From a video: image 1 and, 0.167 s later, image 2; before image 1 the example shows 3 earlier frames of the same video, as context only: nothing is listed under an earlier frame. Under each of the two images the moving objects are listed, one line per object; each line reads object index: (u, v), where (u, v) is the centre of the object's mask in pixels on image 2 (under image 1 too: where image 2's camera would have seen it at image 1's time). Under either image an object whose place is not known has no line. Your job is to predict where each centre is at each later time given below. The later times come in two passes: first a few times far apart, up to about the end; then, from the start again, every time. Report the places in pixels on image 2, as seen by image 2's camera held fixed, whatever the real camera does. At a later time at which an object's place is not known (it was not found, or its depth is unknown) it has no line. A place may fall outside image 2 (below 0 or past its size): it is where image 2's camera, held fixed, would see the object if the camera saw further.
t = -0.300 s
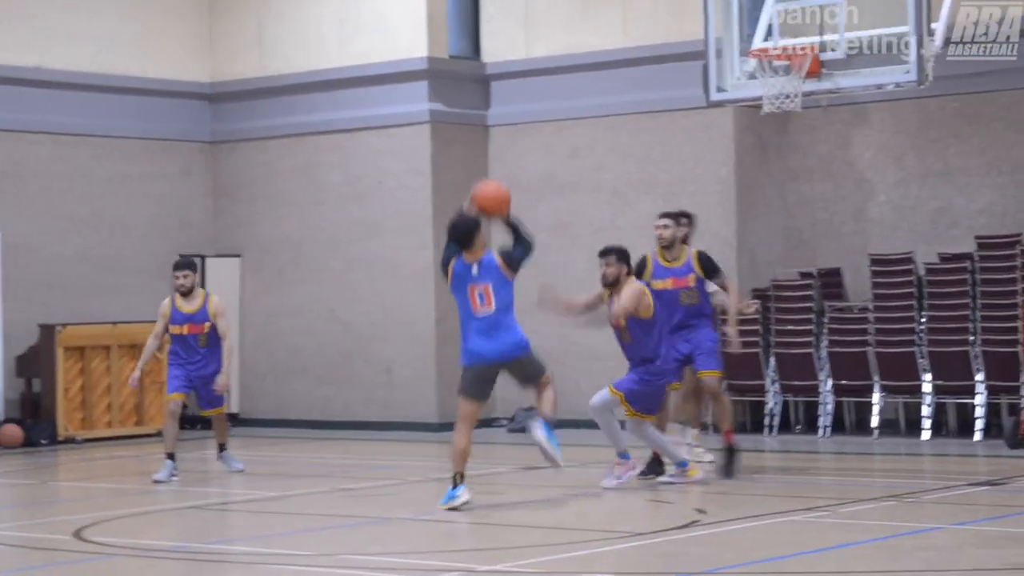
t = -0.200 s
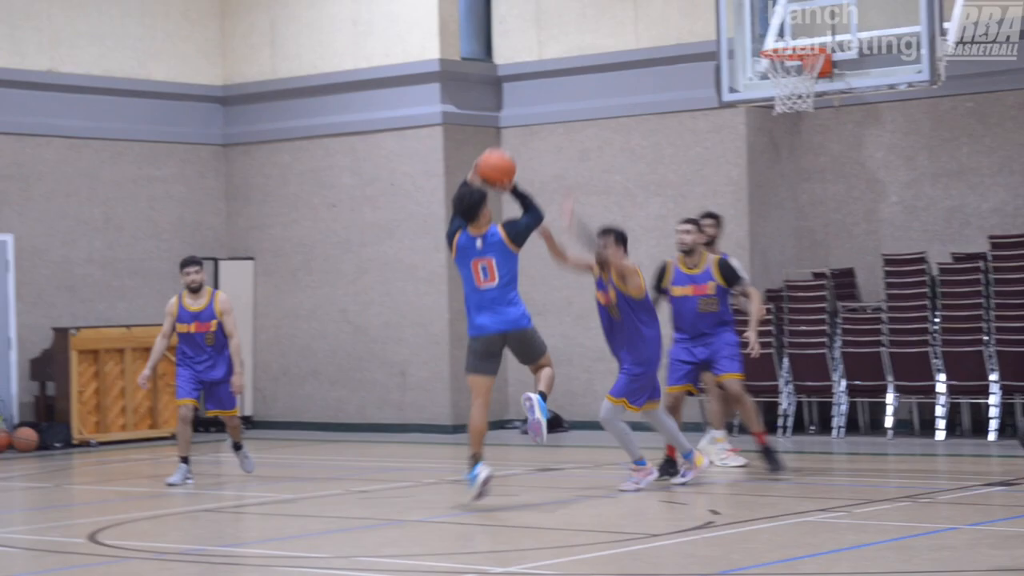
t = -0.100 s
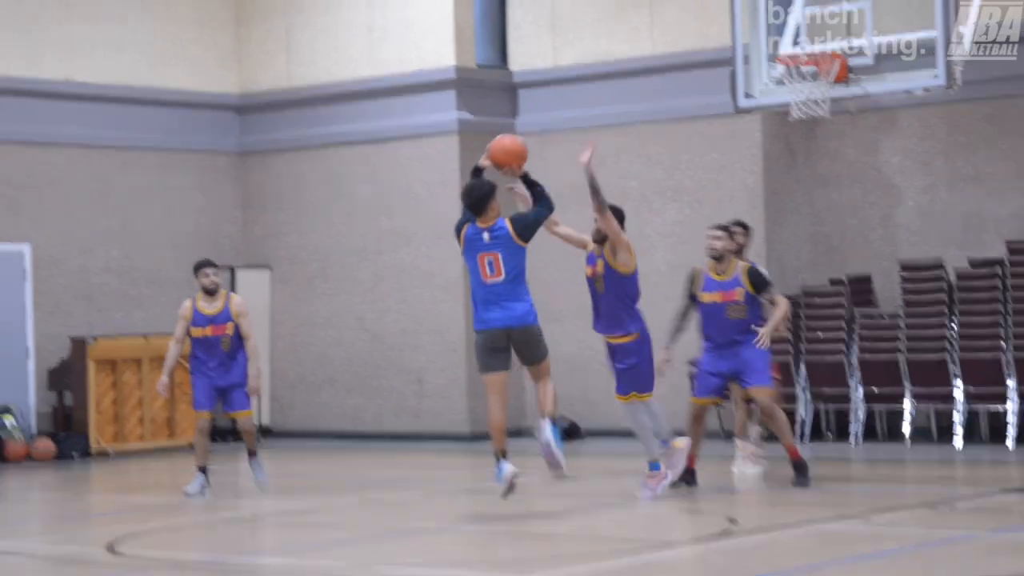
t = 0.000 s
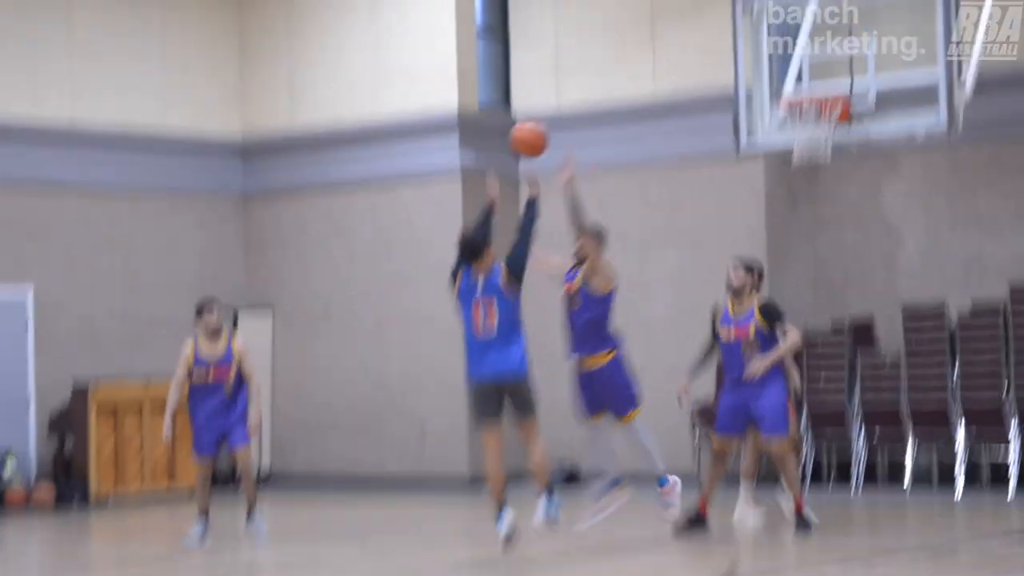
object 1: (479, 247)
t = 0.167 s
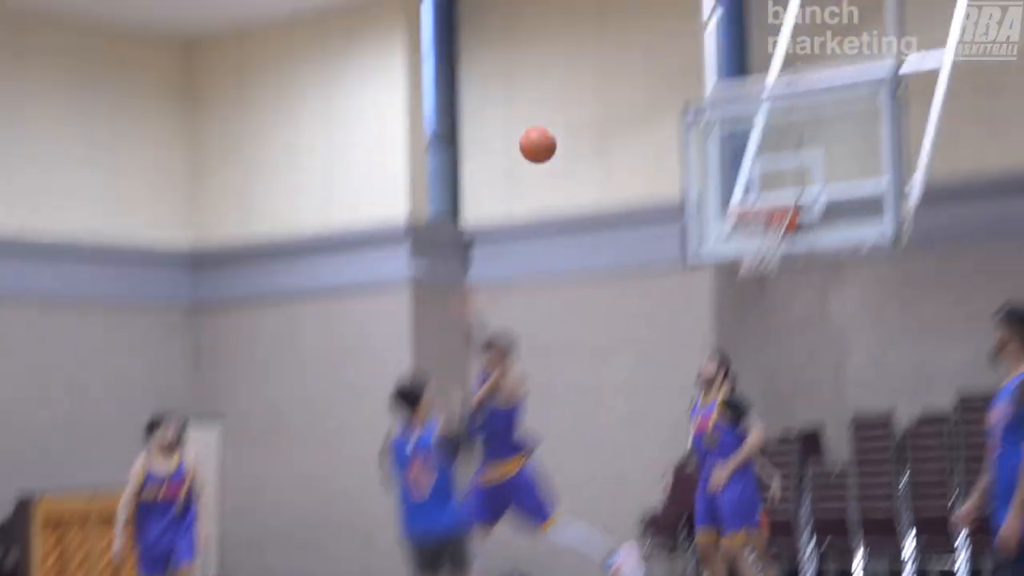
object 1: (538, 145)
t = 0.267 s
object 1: (570, 110)
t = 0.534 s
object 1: (653, 85)
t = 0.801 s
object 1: (732, 154)
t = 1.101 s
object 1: (783, 271)
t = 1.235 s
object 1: (786, 324)
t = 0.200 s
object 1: (549, 132)
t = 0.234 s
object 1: (560, 120)
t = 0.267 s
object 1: (570, 110)
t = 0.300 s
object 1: (580, 102)
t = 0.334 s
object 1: (591, 94)
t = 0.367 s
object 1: (601, 89)
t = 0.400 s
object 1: (612, 84)
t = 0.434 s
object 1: (623, 81)
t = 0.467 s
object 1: (633, 81)
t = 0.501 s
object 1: (644, 82)
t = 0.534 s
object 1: (653, 85)
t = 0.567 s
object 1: (664, 89)
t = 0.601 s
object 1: (673, 93)
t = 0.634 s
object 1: (683, 101)
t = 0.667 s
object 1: (692, 109)
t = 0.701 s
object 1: (703, 121)
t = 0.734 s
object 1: (713, 130)
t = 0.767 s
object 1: (724, 144)
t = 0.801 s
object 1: (732, 154)
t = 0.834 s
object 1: (742, 172)
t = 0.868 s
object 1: (754, 188)
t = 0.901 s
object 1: (763, 200)
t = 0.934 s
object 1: (763, 226)
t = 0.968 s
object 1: (780, 236)
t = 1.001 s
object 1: (779, 249)
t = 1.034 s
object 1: (781, 253)
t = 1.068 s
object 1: (782, 262)
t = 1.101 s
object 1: (783, 271)
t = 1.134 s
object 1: (784, 282)
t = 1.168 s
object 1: (784, 295)
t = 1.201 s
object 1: (785, 309)
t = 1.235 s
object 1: (786, 324)
